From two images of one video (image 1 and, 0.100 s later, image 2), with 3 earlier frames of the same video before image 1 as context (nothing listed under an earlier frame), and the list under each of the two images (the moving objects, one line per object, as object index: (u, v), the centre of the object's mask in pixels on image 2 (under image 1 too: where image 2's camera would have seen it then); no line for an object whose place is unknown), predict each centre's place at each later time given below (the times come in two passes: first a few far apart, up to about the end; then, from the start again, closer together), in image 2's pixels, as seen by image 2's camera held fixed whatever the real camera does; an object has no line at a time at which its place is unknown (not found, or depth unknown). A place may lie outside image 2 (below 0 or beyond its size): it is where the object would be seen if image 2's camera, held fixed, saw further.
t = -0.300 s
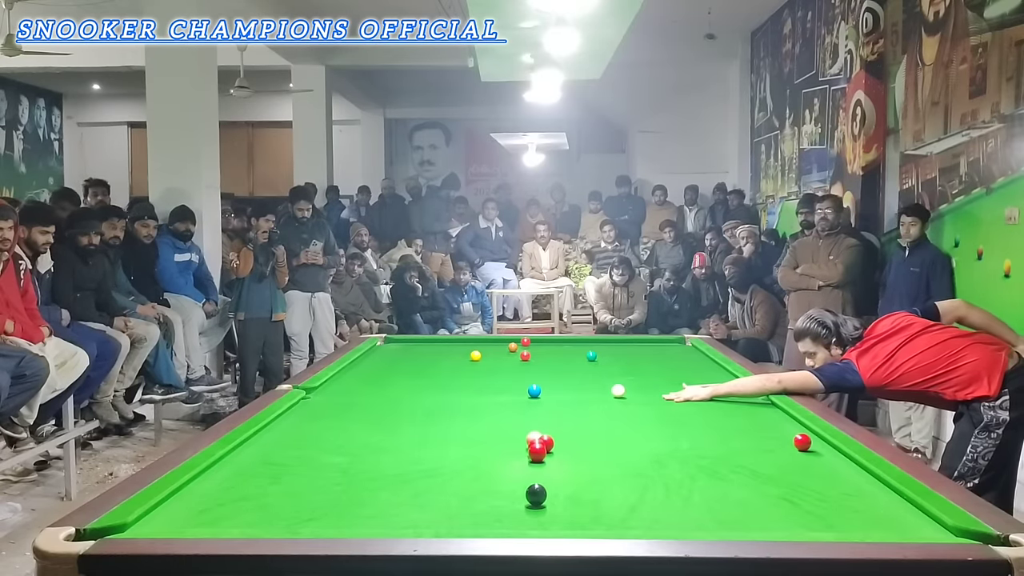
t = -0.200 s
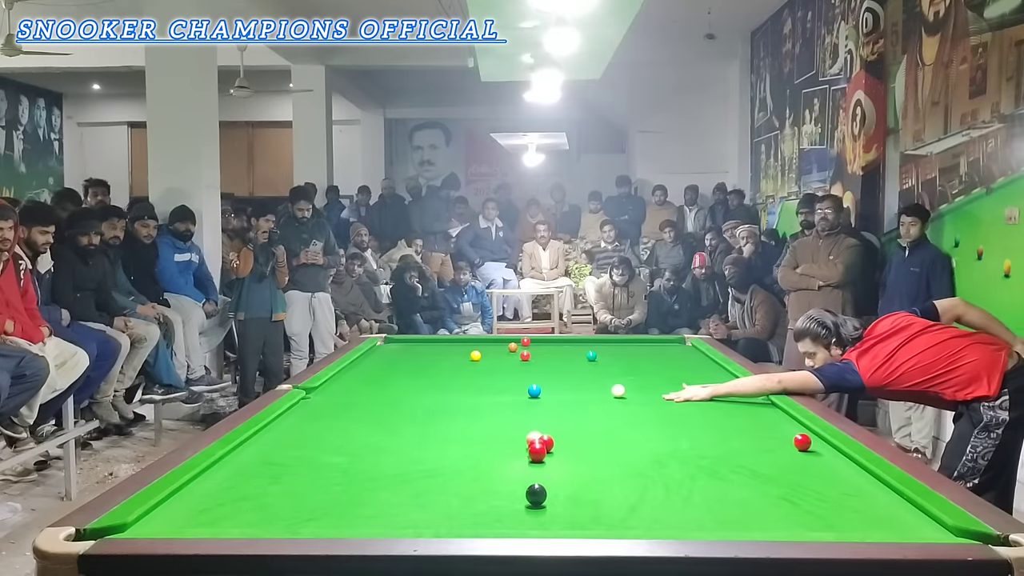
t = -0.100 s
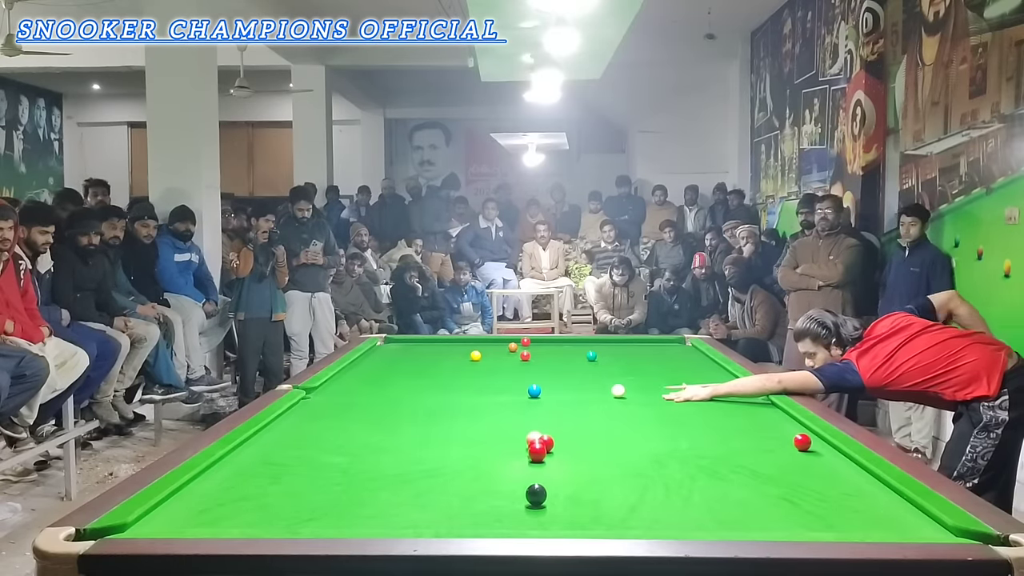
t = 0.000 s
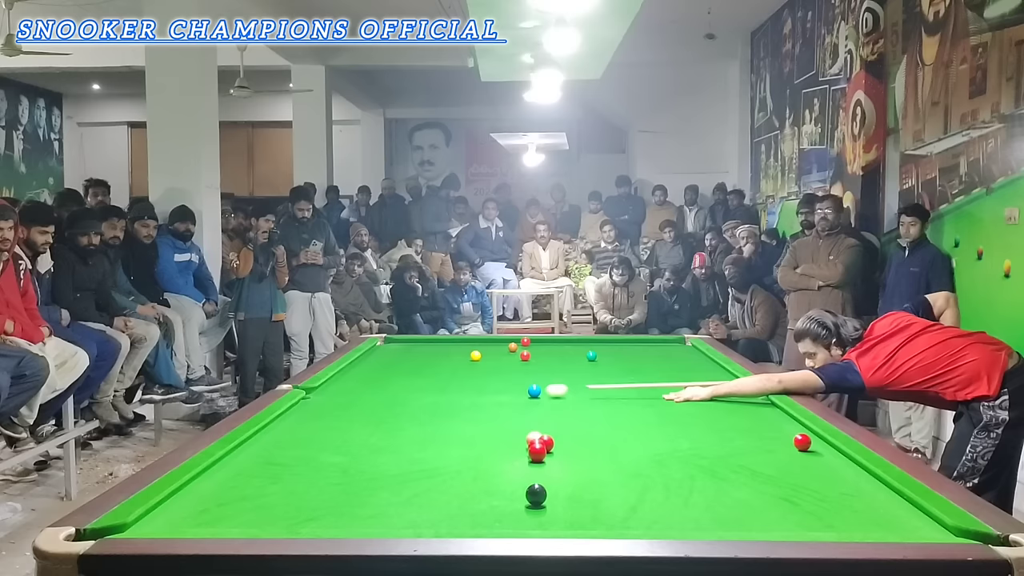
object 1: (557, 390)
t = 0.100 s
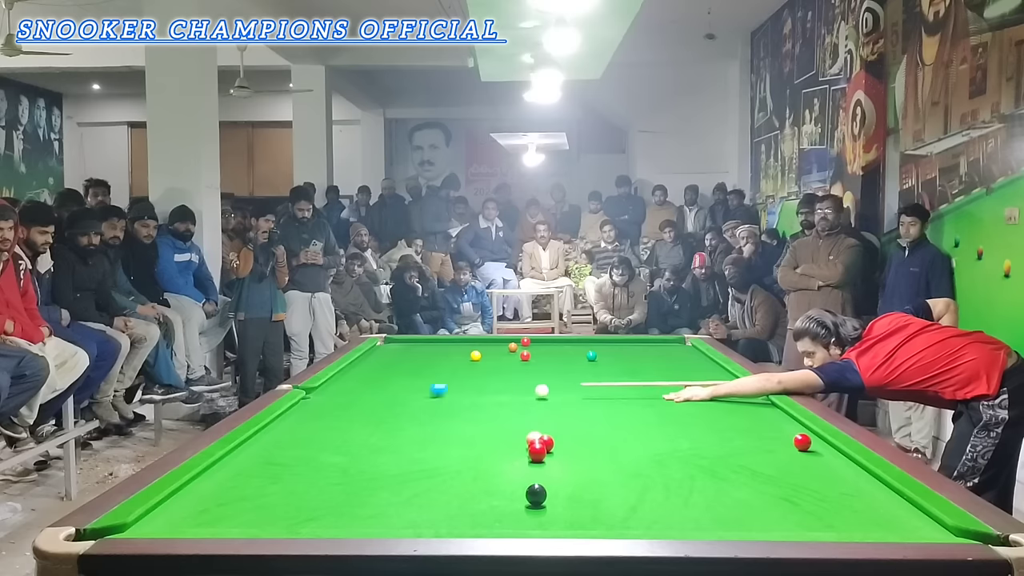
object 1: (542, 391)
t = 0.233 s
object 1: (526, 393)
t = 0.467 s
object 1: (467, 396)
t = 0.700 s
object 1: (393, 399)
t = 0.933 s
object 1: (319, 402)
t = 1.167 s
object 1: (337, 404)
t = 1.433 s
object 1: (386, 407)
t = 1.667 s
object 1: (429, 409)
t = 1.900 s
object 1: (471, 412)
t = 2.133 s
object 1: (512, 414)
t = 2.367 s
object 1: (553, 416)
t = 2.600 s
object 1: (593, 418)
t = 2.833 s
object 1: (632, 421)
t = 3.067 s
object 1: (671, 423)
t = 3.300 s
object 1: (707, 425)
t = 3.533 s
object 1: (743, 427)
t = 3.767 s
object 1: (777, 429)
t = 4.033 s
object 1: (802, 429)
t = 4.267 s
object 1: (784, 432)
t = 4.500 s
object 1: (768, 432)
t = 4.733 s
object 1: (754, 433)
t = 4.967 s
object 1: (742, 434)
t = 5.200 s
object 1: (733, 434)
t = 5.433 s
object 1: (725, 435)
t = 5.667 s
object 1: (719, 435)
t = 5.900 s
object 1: (715, 435)
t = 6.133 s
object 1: (713, 435)
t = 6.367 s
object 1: (713, 435)
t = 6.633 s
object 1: (714, 435)
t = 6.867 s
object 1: (714, 435)
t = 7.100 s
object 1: (714, 435)
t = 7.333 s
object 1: (713, 435)
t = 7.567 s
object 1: (713, 436)
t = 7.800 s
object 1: (713, 435)
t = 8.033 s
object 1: (714, 435)
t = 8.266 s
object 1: (713, 435)
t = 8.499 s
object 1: (713, 435)
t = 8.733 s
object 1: (713, 435)
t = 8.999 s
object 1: (713, 435)
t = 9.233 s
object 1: (713, 435)
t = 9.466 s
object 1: (713, 436)
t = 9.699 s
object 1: (713, 436)
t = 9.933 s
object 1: (713, 436)
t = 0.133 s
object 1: (538, 392)
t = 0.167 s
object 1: (535, 392)
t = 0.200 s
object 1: (530, 393)
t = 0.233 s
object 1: (526, 393)
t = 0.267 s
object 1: (520, 394)
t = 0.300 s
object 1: (513, 394)
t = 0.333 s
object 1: (505, 395)
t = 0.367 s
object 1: (497, 395)
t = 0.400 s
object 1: (488, 395)
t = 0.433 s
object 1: (477, 396)
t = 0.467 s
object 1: (467, 396)
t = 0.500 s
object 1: (457, 397)
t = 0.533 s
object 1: (446, 397)
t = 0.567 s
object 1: (435, 397)
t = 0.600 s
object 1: (425, 398)
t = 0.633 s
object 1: (414, 398)
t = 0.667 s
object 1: (404, 398)
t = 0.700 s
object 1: (393, 399)
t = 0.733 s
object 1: (383, 399)
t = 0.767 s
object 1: (372, 400)
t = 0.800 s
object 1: (361, 400)
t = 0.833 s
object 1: (351, 401)
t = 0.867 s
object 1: (340, 401)
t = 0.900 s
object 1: (329, 401)
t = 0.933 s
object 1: (319, 402)
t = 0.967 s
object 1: (309, 402)
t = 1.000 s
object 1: (303, 403)
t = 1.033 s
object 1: (311, 403)
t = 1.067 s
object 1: (318, 403)
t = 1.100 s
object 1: (324, 404)
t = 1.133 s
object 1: (331, 404)
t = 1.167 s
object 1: (337, 404)
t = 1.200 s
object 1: (343, 405)
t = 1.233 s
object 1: (349, 405)
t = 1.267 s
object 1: (356, 405)
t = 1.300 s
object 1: (362, 406)
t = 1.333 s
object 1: (368, 406)
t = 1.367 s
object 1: (374, 406)
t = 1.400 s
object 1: (380, 407)
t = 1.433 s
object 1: (386, 407)
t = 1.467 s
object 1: (393, 407)
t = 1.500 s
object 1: (399, 408)
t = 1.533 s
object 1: (405, 408)
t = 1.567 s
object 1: (411, 408)
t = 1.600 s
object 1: (417, 409)
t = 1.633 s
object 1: (423, 409)
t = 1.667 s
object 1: (429, 409)
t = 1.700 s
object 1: (435, 410)
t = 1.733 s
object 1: (441, 410)
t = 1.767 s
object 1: (447, 410)
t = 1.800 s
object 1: (453, 411)
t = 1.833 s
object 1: (459, 411)
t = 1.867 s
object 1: (465, 411)
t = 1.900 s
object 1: (471, 412)
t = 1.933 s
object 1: (477, 412)
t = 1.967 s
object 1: (483, 412)
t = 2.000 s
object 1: (489, 413)
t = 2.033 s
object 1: (495, 413)
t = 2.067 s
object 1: (501, 413)
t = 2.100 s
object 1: (507, 414)
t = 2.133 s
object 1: (512, 414)
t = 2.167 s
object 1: (518, 414)
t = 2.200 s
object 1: (524, 415)
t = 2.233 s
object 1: (530, 415)
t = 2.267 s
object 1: (536, 415)
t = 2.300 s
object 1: (542, 416)
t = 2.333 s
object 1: (548, 416)
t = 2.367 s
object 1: (553, 416)
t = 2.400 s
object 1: (559, 416)
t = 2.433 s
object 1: (565, 417)
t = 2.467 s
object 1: (571, 417)
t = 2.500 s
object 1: (576, 417)
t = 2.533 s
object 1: (582, 418)
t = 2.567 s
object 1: (588, 418)
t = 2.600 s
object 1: (593, 418)
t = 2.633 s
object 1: (599, 419)
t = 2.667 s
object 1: (605, 419)
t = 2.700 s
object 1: (611, 419)
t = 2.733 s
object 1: (616, 420)
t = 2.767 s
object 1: (621, 420)
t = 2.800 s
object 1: (627, 420)
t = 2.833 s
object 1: (632, 421)
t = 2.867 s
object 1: (638, 421)
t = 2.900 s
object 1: (643, 421)
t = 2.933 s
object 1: (649, 421)
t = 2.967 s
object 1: (654, 422)
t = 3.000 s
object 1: (660, 422)
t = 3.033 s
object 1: (665, 422)
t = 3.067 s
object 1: (671, 423)
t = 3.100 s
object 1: (676, 423)
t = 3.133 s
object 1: (681, 423)
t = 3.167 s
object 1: (686, 423)
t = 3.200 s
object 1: (692, 424)
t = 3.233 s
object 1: (697, 424)
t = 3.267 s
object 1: (702, 424)
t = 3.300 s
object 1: (707, 425)
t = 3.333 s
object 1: (712, 425)
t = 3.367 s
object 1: (718, 425)
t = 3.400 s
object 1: (723, 426)
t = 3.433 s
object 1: (728, 426)
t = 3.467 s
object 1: (733, 426)
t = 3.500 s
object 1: (738, 427)
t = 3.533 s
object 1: (743, 427)
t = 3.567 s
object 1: (748, 427)
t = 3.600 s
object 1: (752, 427)
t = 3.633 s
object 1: (757, 428)
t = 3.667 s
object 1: (762, 428)
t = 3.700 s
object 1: (767, 428)
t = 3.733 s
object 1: (772, 428)
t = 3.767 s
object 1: (777, 429)
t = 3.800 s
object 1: (781, 429)
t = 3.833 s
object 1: (786, 429)
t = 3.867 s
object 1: (790, 429)
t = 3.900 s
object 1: (794, 429)
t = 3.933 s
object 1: (799, 429)
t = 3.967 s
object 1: (804, 429)
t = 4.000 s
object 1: (804, 429)
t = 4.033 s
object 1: (802, 429)
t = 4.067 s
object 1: (798, 429)
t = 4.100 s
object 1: (795, 429)
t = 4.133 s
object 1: (793, 430)
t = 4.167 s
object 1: (790, 430)
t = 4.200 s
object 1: (788, 431)
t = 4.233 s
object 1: (786, 431)
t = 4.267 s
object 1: (784, 432)
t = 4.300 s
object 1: (781, 432)
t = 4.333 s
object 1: (779, 432)
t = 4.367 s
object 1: (777, 432)
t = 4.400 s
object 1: (774, 432)
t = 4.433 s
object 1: (772, 432)
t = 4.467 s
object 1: (770, 432)
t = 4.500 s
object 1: (768, 432)
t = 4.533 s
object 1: (766, 432)
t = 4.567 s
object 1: (764, 433)
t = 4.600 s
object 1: (762, 433)
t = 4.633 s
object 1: (760, 433)
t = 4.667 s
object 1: (758, 433)
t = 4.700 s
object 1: (756, 433)
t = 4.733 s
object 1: (754, 433)
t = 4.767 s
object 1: (752, 433)
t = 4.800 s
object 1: (751, 433)
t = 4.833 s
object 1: (749, 433)
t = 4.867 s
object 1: (747, 433)
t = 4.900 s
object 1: (746, 434)
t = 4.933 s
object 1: (744, 434)
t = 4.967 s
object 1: (742, 434)
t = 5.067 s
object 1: (738, 434)
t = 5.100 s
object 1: (736, 434)
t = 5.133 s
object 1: (735, 434)
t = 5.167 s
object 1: (734, 434)
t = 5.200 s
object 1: (733, 434)
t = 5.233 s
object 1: (731, 434)
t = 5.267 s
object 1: (730, 434)
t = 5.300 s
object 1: (729, 434)
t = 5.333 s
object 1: (728, 434)
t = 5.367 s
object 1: (727, 435)
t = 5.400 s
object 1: (726, 435)
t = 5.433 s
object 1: (725, 435)
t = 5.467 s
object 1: (724, 435)
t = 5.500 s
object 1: (723, 435)
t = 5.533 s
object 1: (722, 435)
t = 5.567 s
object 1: (721, 435)
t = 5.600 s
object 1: (720, 435)
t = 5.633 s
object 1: (720, 435)
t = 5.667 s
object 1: (719, 435)
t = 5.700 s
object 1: (718, 435)
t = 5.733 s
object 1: (718, 435)
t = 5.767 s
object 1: (717, 435)
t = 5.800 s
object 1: (717, 435)
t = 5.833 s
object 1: (716, 435)
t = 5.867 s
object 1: (716, 435)
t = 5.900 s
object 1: (715, 435)
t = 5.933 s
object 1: (715, 435)
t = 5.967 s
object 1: (715, 435)
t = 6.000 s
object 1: (714, 435)
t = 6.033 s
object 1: (714, 435)
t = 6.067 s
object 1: (714, 435)
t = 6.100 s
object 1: (713, 435)
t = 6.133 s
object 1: (713, 435)
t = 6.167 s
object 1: (713, 435)
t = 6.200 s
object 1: (713, 435)
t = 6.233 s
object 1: (713, 435)
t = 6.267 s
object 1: (713, 435)
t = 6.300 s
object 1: (713, 435)
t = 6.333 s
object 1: (713, 435)
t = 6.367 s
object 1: (713, 435)
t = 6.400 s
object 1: (713, 435)
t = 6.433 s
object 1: (713, 435)
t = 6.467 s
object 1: (714, 435)
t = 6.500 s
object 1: (714, 435)
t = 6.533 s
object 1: (714, 435)
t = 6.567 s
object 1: (714, 435)
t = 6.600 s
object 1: (714, 435)
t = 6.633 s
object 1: (714, 435)
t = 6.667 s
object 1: (714, 435)
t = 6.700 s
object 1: (714, 435)
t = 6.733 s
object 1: (714, 435)
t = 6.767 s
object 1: (714, 435)
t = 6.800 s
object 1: (714, 435)
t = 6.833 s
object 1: (714, 435)
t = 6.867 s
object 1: (714, 435)
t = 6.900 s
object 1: (714, 435)
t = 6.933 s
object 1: (714, 435)
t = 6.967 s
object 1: (714, 435)
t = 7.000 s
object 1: (714, 435)
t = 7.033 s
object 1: (714, 435)
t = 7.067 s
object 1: (714, 435)
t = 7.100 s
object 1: (714, 435)
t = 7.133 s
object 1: (714, 435)
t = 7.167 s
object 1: (714, 435)
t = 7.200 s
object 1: (714, 435)
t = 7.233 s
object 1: (714, 435)
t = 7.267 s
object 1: (714, 435)
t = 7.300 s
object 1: (714, 435)
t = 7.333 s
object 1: (713, 435)
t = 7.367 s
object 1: (713, 435)
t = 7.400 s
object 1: (713, 435)
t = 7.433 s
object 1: (713, 435)
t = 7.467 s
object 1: (713, 435)
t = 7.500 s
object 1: (713, 435)
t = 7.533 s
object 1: (713, 435)
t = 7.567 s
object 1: (713, 436)
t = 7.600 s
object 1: (713, 435)
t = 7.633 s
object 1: (713, 435)
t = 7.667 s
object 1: (713, 435)
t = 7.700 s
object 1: (713, 435)
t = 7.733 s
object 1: (713, 435)
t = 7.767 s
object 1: (713, 435)
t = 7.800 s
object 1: (713, 435)
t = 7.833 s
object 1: (713, 435)
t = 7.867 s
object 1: (713, 435)
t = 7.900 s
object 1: (713, 435)
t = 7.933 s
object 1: (713, 435)
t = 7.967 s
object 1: (713, 435)
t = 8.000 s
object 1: (713, 435)
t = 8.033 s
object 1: (714, 435)
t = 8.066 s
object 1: (713, 435)
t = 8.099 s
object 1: (713, 435)
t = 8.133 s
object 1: (713, 435)
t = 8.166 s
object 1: (713, 435)
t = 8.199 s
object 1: (713, 436)
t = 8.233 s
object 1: (713, 435)
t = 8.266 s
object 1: (713, 435)
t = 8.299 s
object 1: (713, 435)
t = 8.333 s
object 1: (713, 435)
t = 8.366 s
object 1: (713, 436)
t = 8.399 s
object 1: (713, 436)
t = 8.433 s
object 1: (713, 435)
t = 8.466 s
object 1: (713, 435)
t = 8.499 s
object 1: (713, 435)
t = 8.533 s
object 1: (713, 436)
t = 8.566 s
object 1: (713, 436)
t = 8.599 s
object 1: (713, 435)
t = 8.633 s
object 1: (713, 435)
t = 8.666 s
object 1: (713, 435)
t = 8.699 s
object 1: (713, 436)
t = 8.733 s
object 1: (713, 435)
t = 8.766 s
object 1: (713, 436)
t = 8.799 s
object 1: (713, 435)
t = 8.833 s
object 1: (713, 435)
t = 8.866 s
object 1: (713, 436)
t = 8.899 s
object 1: (713, 436)
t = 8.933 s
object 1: (713, 436)
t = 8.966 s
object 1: (713, 436)
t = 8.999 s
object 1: (713, 435)
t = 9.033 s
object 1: (713, 436)
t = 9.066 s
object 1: (713, 436)
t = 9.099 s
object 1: (713, 435)
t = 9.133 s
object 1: (713, 436)
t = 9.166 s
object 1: (713, 436)
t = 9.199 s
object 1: (714, 436)
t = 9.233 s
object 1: (713, 435)
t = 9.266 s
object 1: (713, 436)
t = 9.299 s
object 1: (713, 435)
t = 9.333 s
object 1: (713, 435)
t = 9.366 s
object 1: (713, 436)
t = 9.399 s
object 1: (713, 436)
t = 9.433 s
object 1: (713, 436)
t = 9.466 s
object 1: (713, 436)
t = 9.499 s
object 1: (713, 436)
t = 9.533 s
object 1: (713, 436)
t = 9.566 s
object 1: (713, 435)
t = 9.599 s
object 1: (713, 435)
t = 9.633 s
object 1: (713, 436)
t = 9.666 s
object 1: (713, 436)
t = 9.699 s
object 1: (713, 436)
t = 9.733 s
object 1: (713, 436)
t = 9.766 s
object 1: (713, 436)
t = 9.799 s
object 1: (713, 436)
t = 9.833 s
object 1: (713, 436)
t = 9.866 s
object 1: (713, 436)
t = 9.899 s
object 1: (713, 436)
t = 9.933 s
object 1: (713, 436)
